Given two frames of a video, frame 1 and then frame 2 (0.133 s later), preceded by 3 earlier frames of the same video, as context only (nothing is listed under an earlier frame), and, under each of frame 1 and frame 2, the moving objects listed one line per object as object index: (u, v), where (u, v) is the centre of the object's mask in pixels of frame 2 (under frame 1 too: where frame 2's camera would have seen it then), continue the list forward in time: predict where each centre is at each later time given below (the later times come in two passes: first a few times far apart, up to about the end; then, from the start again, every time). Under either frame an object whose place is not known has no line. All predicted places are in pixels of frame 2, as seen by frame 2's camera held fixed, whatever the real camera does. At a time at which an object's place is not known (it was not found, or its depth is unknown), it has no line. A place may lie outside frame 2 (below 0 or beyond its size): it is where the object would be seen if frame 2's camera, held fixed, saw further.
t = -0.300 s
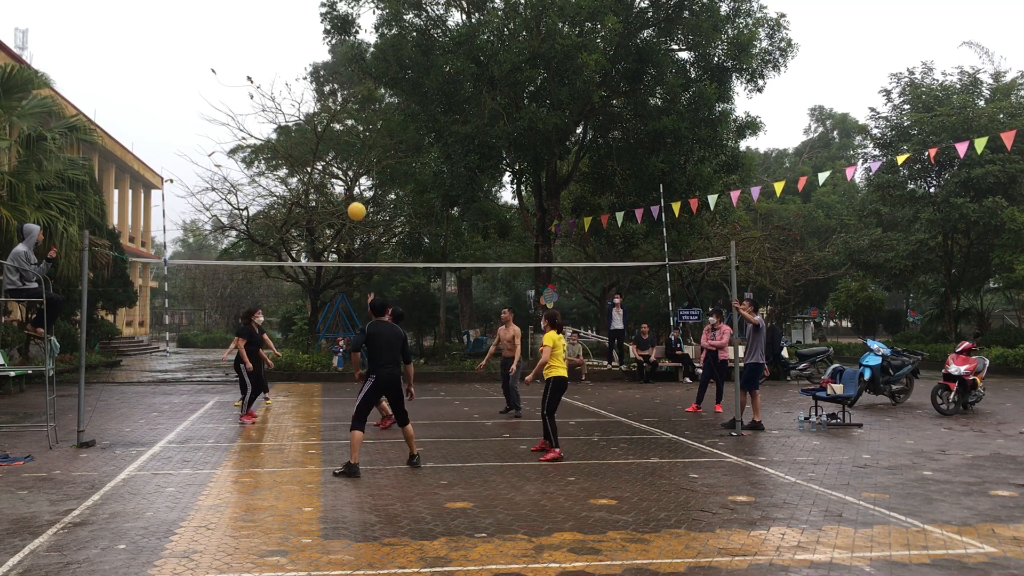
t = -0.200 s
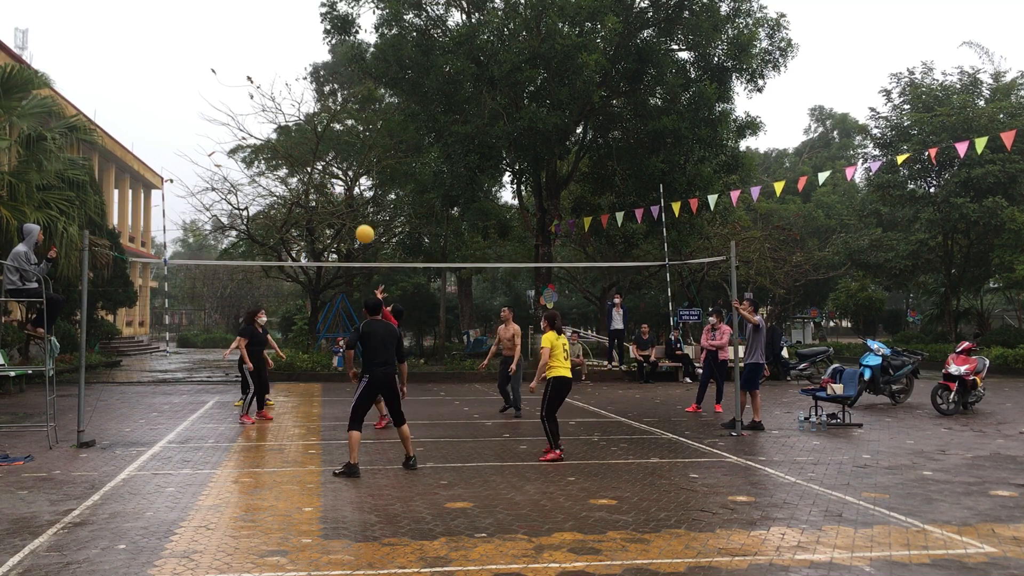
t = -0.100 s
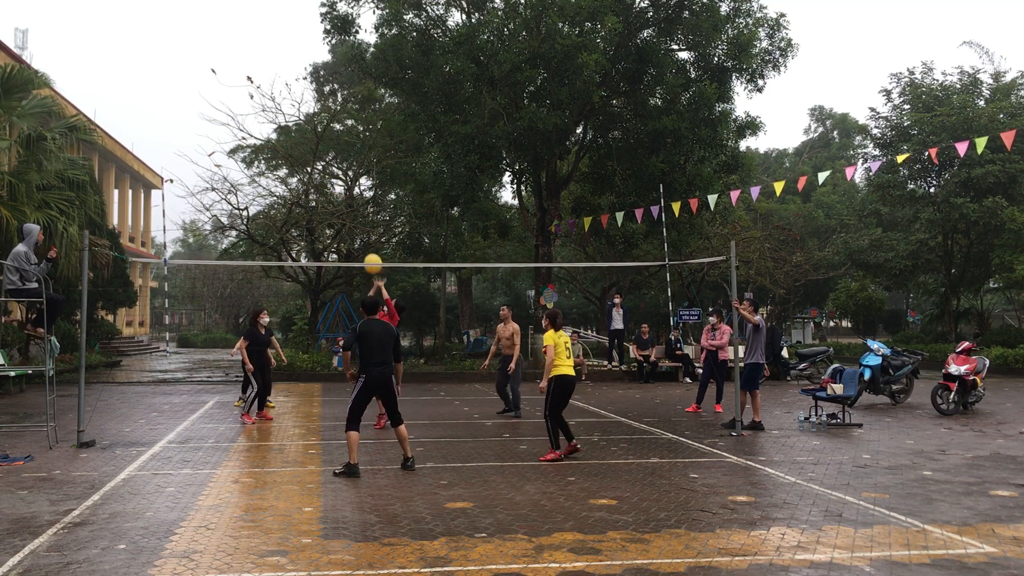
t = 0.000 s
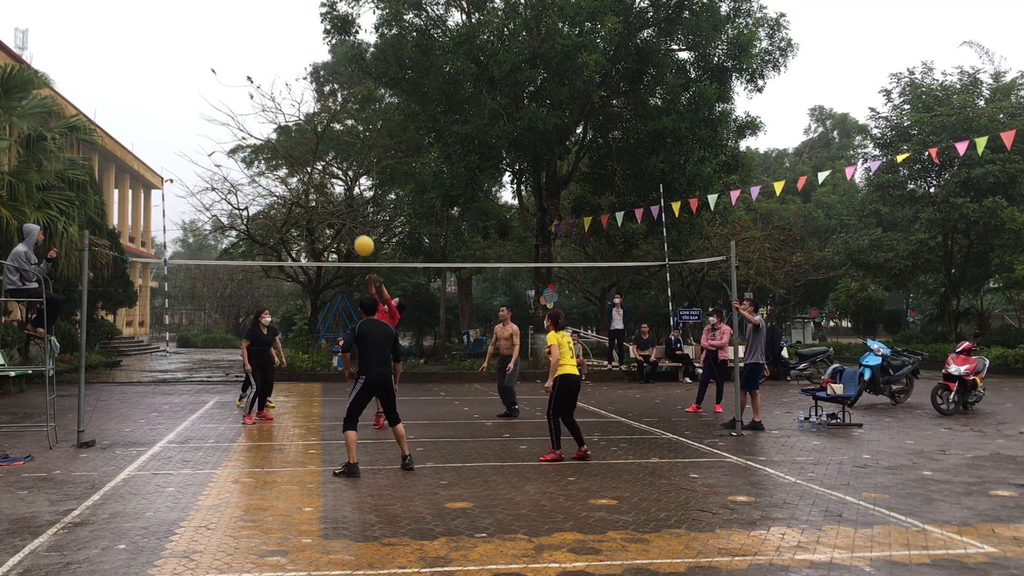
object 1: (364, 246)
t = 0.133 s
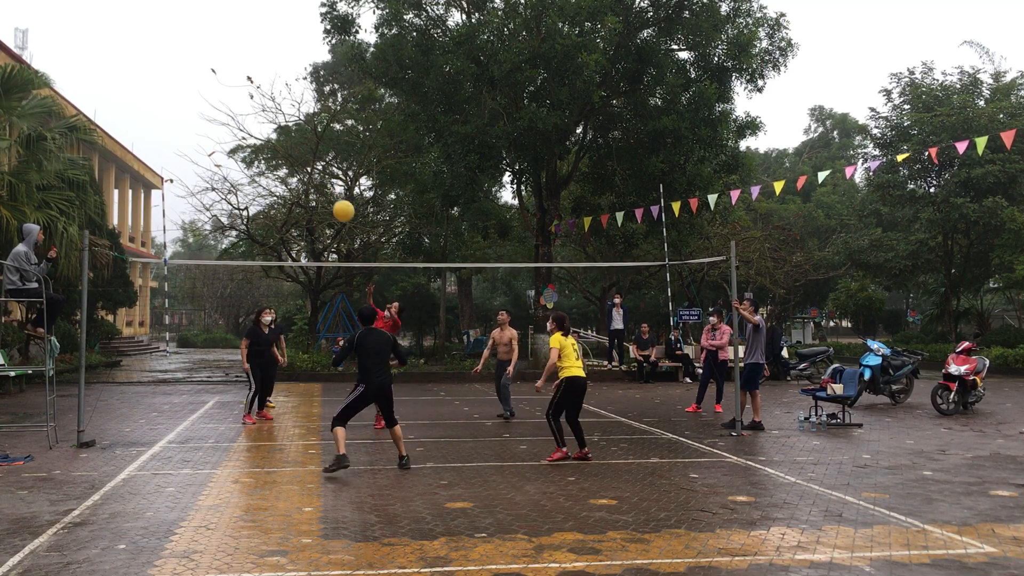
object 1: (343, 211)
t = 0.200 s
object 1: (333, 200)
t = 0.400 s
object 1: (297, 184)
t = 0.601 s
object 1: (251, 205)
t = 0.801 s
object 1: (191, 281)
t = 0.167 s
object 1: (338, 205)
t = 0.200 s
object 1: (333, 200)
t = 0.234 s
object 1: (327, 195)
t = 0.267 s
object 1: (322, 192)
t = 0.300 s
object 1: (316, 189)
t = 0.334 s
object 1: (310, 186)
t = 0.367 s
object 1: (303, 185)
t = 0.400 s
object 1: (297, 184)
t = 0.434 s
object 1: (290, 185)
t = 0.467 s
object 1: (283, 186)
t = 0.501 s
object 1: (275, 189)
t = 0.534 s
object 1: (268, 193)
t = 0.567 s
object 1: (259, 198)
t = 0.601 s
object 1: (251, 205)
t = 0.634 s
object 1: (242, 213)
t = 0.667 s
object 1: (232, 223)
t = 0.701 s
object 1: (222, 235)
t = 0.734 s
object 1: (213, 248)
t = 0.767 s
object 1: (202, 264)
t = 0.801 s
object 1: (191, 281)
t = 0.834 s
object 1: (180, 301)
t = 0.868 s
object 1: (168, 323)
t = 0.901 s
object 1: (156, 347)
